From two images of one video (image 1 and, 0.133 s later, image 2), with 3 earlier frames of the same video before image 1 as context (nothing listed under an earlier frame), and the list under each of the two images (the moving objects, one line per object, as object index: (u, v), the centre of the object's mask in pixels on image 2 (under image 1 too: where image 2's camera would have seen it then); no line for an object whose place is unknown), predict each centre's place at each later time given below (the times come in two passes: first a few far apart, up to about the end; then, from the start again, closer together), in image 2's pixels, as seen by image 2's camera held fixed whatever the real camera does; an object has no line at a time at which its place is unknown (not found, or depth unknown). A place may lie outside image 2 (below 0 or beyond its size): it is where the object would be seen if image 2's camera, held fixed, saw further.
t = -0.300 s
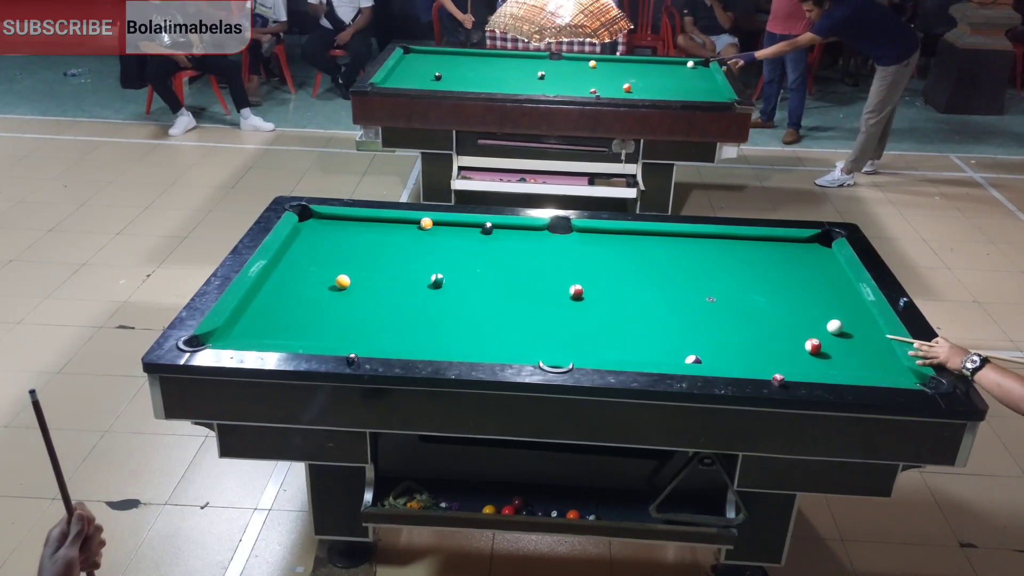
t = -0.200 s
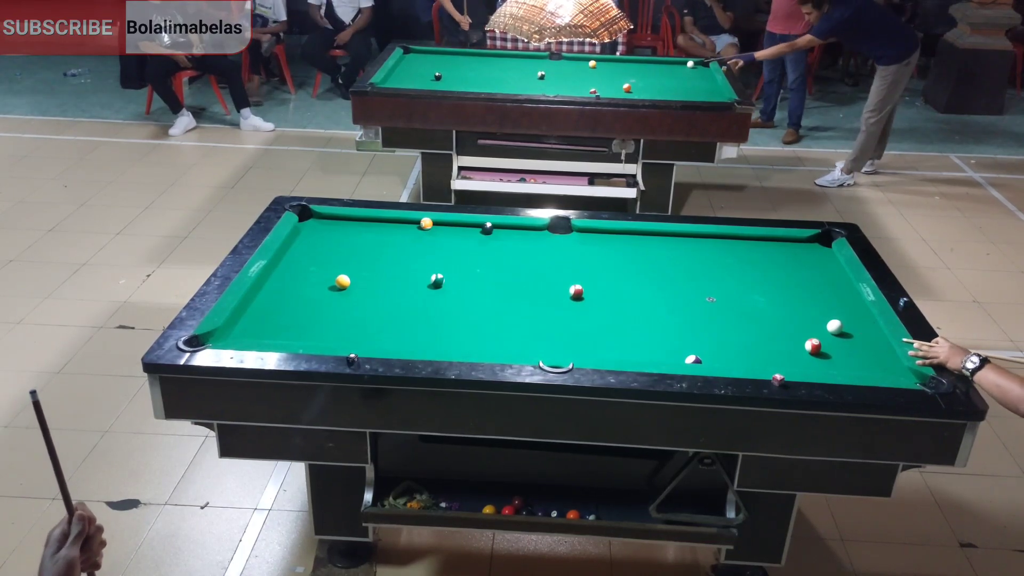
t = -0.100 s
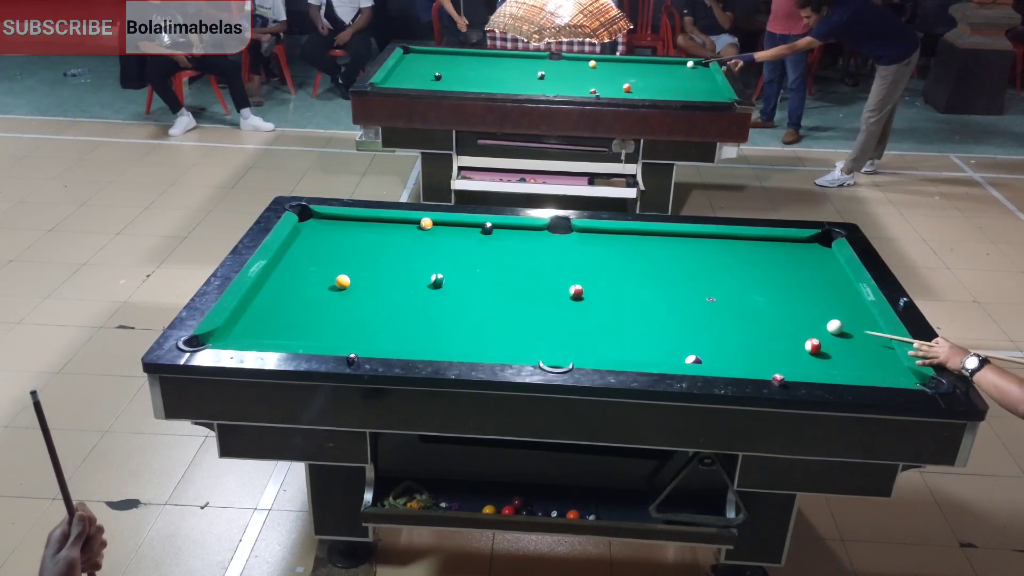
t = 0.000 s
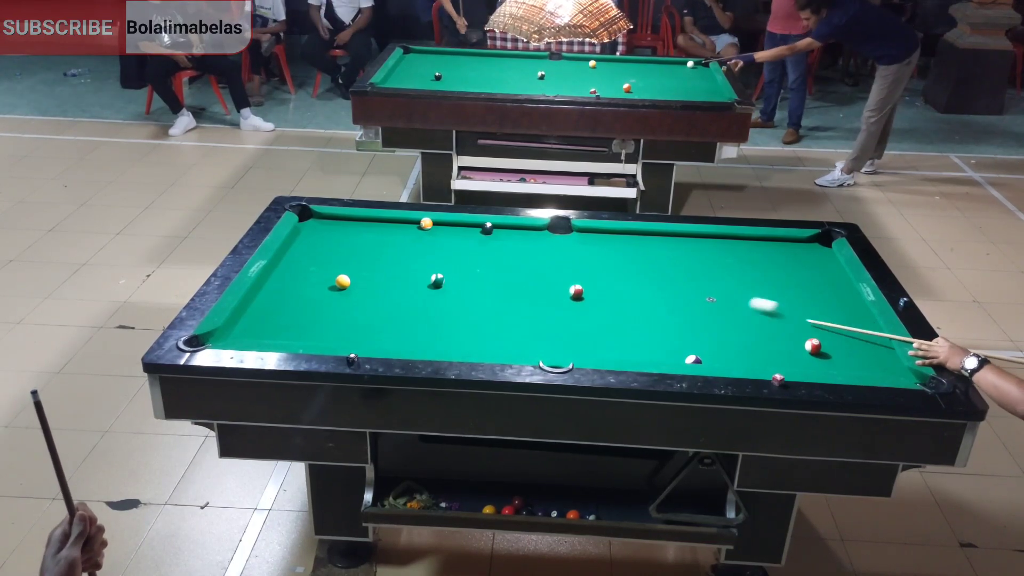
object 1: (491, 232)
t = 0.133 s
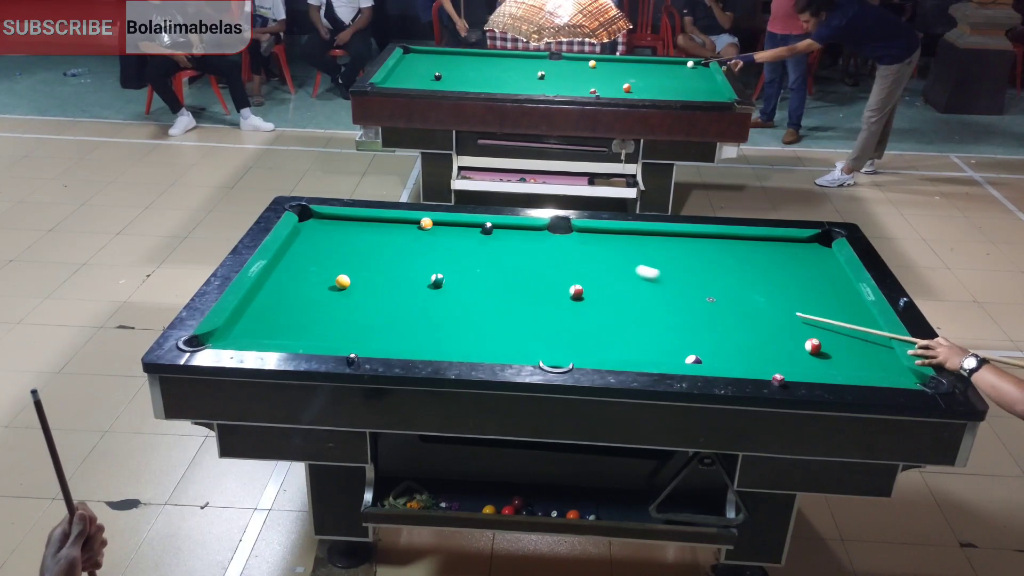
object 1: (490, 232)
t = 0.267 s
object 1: (490, 232)
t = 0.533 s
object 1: (417, 232)
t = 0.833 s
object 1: (314, 243)
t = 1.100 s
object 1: (321, 256)
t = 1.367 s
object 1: (366, 273)
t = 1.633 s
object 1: (409, 290)
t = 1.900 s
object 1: (453, 306)
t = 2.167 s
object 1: (497, 322)
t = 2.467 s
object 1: (546, 341)
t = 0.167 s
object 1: (490, 232)
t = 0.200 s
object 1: (490, 232)
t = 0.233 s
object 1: (490, 232)
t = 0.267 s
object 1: (490, 232)
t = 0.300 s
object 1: (489, 231)
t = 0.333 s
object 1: (489, 231)
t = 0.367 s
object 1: (488, 230)
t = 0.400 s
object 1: (474, 227)
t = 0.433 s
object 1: (457, 230)
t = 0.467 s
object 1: (445, 230)
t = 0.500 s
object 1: (430, 231)
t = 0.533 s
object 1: (417, 232)
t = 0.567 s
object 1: (404, 233)
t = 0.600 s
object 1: (394, 235)
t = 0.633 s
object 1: (381, 236)
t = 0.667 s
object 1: (371, 237)
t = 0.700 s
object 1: (360, 238)
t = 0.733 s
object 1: (349, 239)
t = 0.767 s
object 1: (336, 240)
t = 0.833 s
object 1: (314, 243)
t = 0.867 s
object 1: (303, 244)
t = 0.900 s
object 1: (291, 245)
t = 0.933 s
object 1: (292, 247)
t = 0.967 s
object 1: (299, 249)
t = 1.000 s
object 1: (305, 250)
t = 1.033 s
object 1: (311, 252)
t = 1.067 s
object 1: (316, 254)
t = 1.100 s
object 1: (321, 256)
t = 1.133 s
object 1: (327, 259)
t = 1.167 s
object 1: (332, 260)
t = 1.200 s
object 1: (338, 262)
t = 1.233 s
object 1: (343, 264)
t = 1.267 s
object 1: (349, 266)
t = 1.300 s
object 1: (354, 268)
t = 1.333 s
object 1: (359, 271)
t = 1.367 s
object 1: (366, 273)
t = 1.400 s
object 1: (371, 276)
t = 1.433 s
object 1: (376, 277)
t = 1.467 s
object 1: (382, 279)
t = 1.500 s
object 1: (387, 282)
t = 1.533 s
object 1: (393, 283)
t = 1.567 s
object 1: (398, 286)
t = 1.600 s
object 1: (403, 288)
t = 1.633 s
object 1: (409, 290)
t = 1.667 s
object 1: (415, 292)
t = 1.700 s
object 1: (419, 294)
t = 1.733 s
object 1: (426, 296)
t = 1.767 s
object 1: (431, 298)
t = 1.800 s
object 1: (437, 300)
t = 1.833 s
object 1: (442, 302)
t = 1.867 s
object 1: (448, 304)
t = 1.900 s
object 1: (453, 306)
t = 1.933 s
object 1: (458, 308)
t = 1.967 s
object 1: (464, 310)
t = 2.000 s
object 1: (470, 313)
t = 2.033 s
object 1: (475, 314)
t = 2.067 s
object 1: (481, 316)
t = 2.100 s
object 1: (486, 319)
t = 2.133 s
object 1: (492, 321)
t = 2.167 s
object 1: (497, 322)
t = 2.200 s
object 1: (502, 325)
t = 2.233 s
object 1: (508, 327)
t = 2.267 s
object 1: (514, 329)
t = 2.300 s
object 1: (519, 331)
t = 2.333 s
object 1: (524, 333)
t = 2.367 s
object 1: (530, 335)
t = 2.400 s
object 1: (535, 337)
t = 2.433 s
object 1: (541, 339)
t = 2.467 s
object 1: (546, 341)
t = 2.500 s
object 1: (551, 342)
